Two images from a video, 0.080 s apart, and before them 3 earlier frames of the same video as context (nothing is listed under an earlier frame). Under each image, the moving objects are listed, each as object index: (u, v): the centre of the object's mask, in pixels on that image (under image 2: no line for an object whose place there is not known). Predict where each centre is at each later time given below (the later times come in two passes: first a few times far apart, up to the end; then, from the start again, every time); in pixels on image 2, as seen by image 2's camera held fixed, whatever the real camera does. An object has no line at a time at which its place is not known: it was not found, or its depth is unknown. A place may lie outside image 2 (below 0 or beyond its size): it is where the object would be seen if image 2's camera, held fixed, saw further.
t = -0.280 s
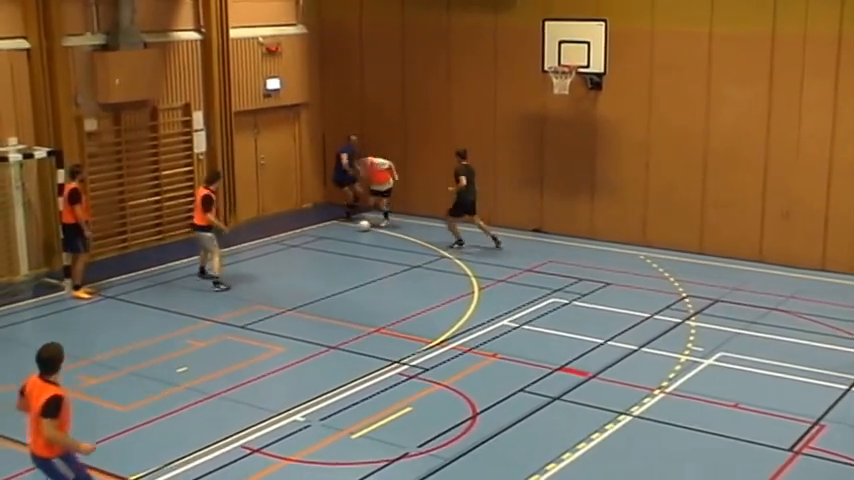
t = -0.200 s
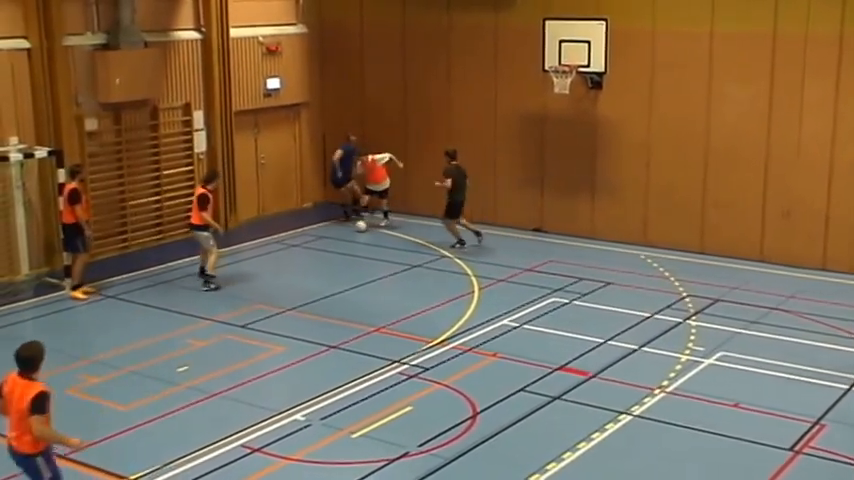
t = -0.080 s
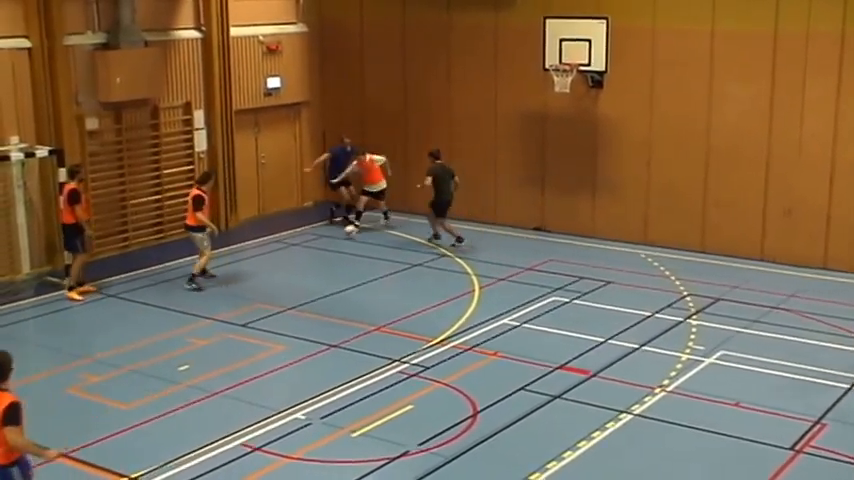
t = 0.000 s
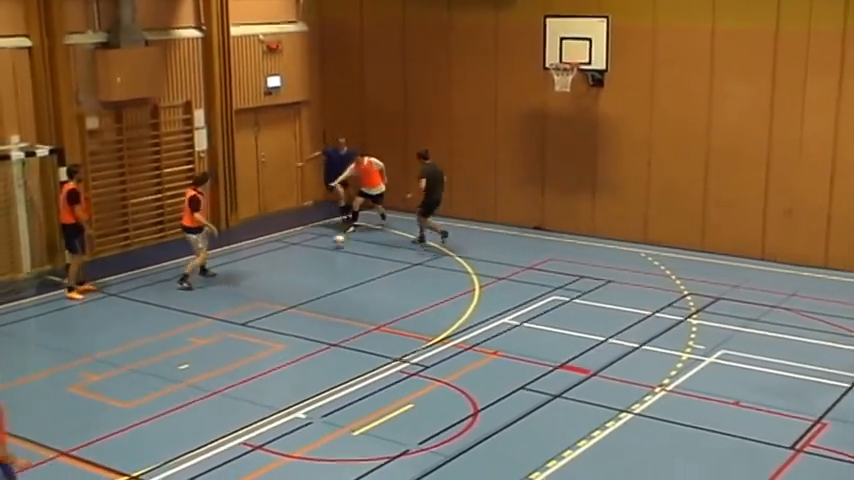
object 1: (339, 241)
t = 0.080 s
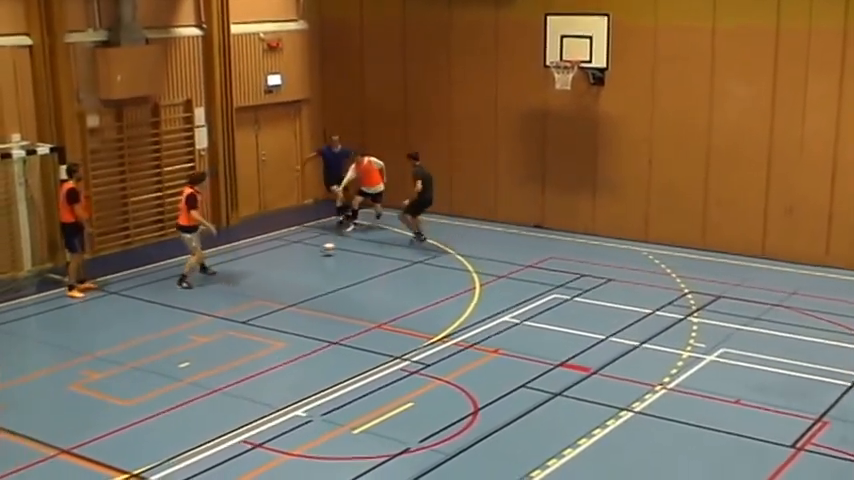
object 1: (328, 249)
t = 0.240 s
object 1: (308, 269)
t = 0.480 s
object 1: (277, 298)
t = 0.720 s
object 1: (248, 326)
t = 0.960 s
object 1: (218, 355)
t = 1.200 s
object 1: (183, 388)
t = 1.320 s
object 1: (163, 407)
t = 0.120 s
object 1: (323, 254)
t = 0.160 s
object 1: (318, 259)
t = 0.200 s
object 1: (312, 264)
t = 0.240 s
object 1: (308, 269)
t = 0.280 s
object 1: (302, 273)
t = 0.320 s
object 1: (298, 278)
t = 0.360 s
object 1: (291, 283)
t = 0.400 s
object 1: (287, 288)
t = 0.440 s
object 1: (282, 293)
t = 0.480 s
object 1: (277, 298)
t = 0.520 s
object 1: (272, 302)
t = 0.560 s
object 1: (267, 308)
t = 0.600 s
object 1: (262, 312)
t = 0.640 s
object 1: (257, 317)
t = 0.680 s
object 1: (253, 321)
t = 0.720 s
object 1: (248, 326)
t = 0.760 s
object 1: (243, 330)
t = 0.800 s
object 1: (238, 336)
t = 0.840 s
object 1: (233, 340)
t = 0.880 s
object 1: (229, 344)
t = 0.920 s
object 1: (222, 350)
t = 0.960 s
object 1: (218, 355)
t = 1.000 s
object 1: (212, 359)
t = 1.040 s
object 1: (206, 365)
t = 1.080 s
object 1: (201, 370)
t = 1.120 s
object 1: (195, 377)
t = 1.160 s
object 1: (188, 382)
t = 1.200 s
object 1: (183, 388)
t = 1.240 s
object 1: (176, 395)
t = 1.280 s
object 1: (169, 401)
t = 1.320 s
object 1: (163, 407)
